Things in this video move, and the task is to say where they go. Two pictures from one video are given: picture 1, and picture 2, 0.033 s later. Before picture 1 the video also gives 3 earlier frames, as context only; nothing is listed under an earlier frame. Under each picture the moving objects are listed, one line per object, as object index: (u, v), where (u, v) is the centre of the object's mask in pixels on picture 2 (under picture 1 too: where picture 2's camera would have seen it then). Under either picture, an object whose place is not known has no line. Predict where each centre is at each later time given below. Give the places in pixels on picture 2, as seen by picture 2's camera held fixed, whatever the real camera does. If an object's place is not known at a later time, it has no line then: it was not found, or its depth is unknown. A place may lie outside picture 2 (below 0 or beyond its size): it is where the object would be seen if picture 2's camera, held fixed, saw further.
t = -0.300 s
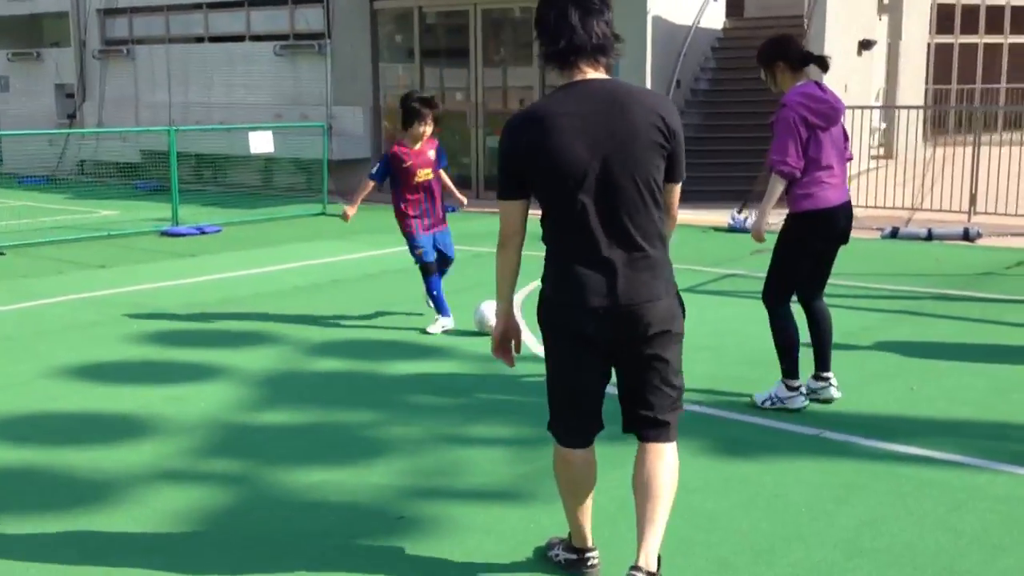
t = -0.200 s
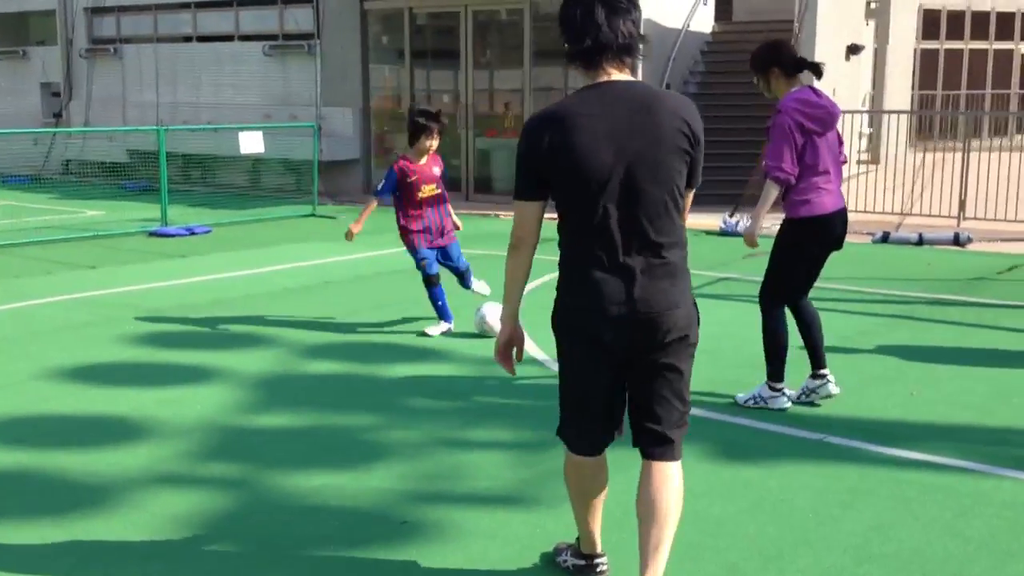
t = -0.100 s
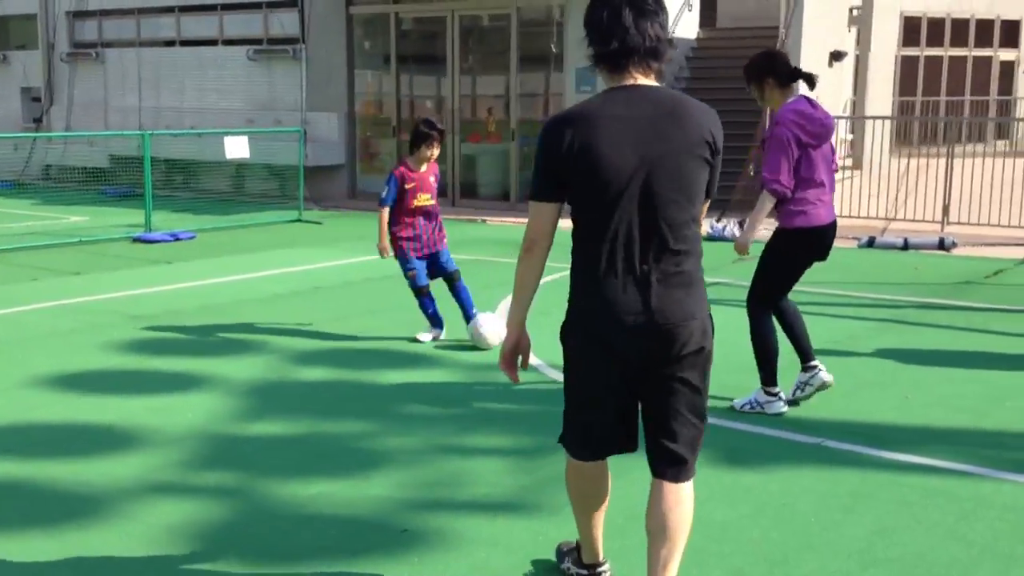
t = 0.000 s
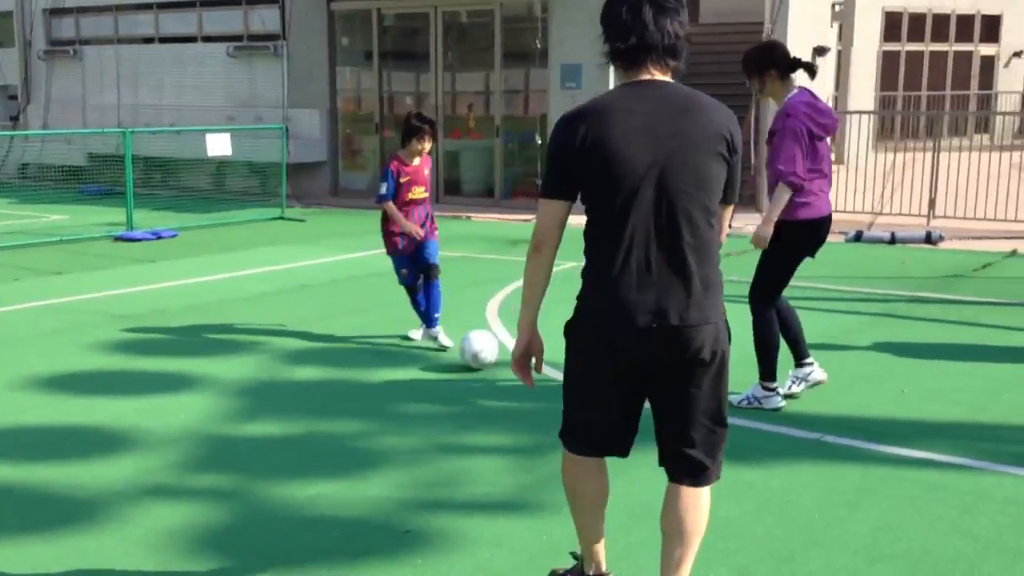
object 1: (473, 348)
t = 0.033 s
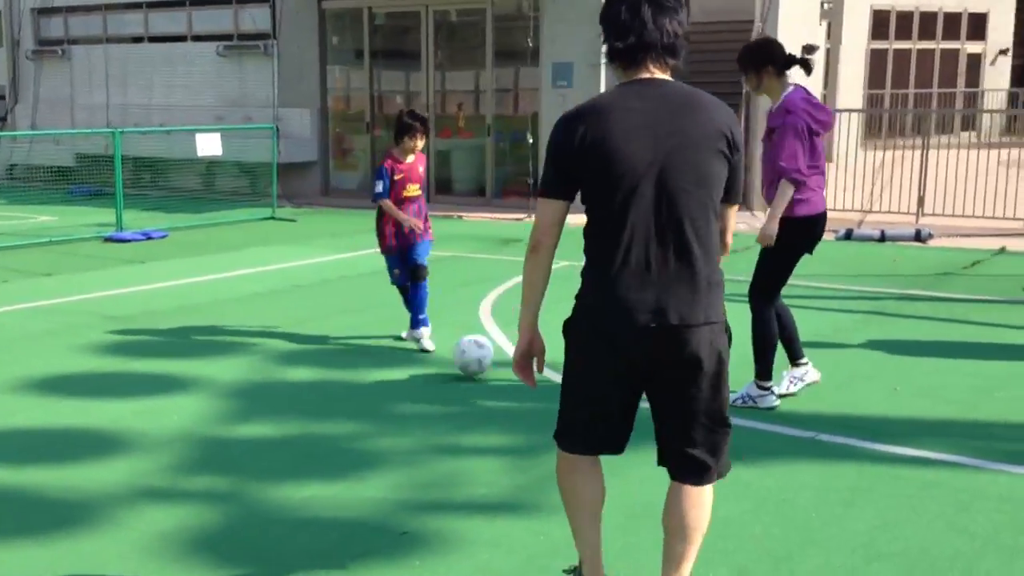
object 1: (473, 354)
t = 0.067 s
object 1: (474, 364)
